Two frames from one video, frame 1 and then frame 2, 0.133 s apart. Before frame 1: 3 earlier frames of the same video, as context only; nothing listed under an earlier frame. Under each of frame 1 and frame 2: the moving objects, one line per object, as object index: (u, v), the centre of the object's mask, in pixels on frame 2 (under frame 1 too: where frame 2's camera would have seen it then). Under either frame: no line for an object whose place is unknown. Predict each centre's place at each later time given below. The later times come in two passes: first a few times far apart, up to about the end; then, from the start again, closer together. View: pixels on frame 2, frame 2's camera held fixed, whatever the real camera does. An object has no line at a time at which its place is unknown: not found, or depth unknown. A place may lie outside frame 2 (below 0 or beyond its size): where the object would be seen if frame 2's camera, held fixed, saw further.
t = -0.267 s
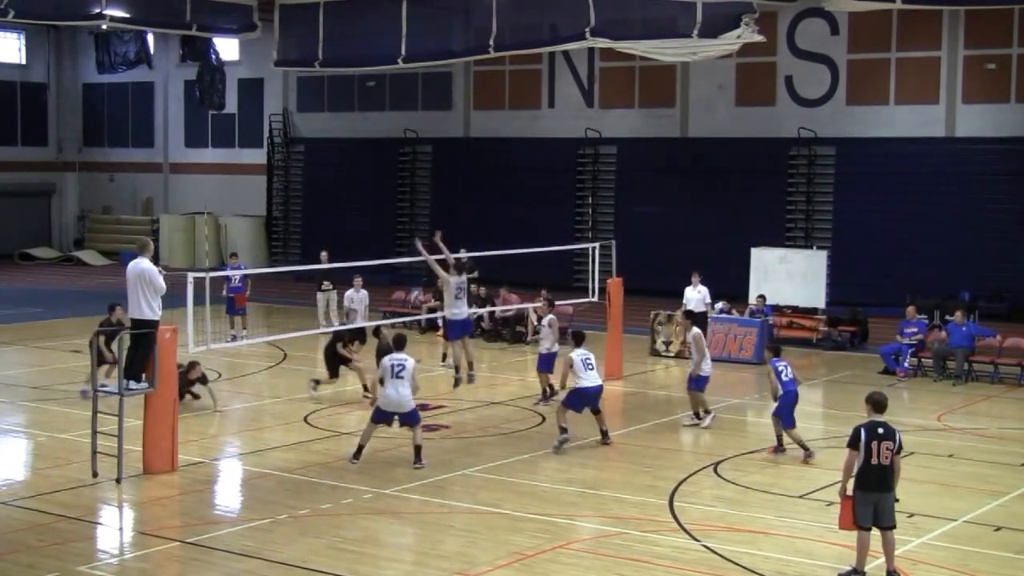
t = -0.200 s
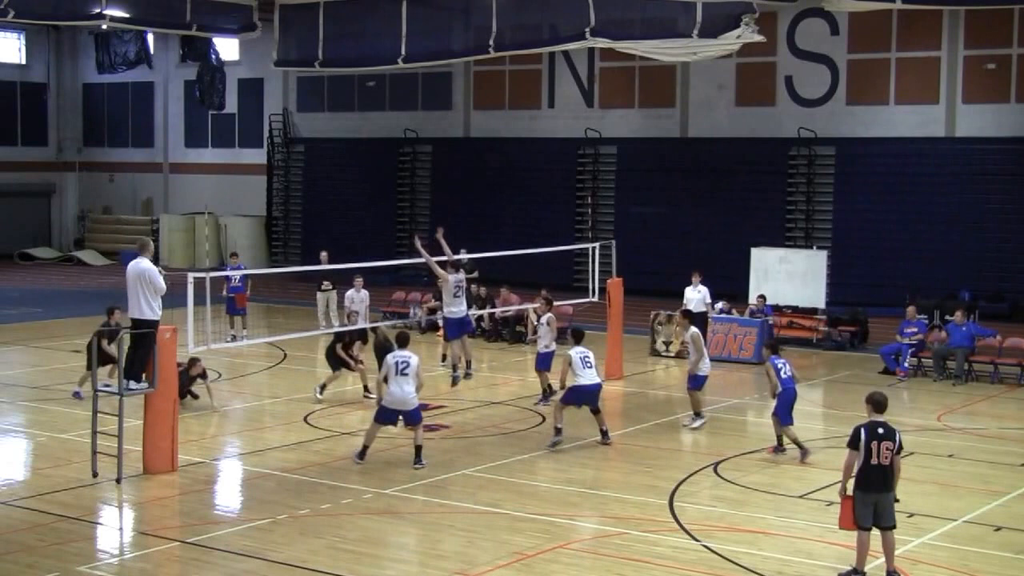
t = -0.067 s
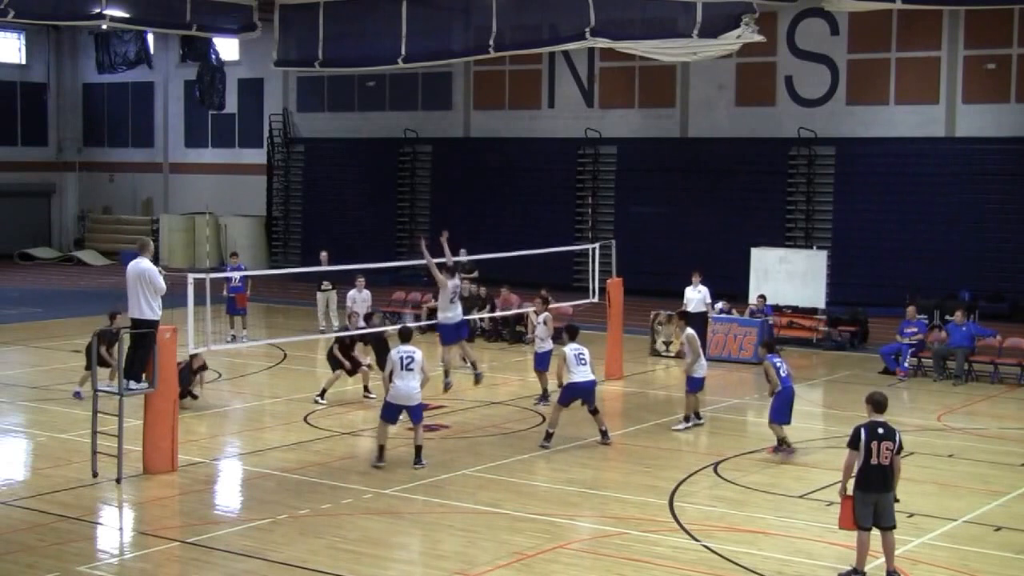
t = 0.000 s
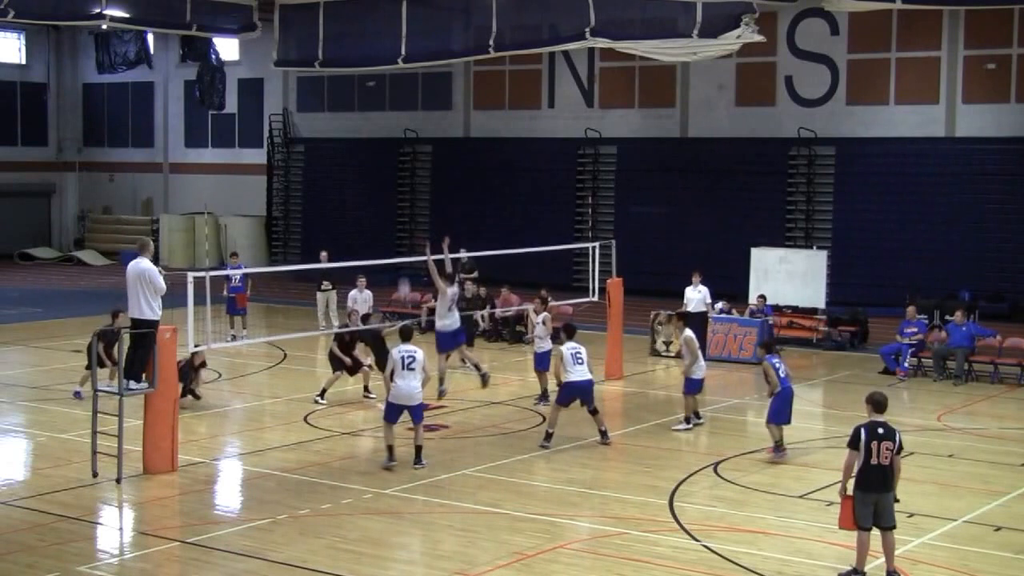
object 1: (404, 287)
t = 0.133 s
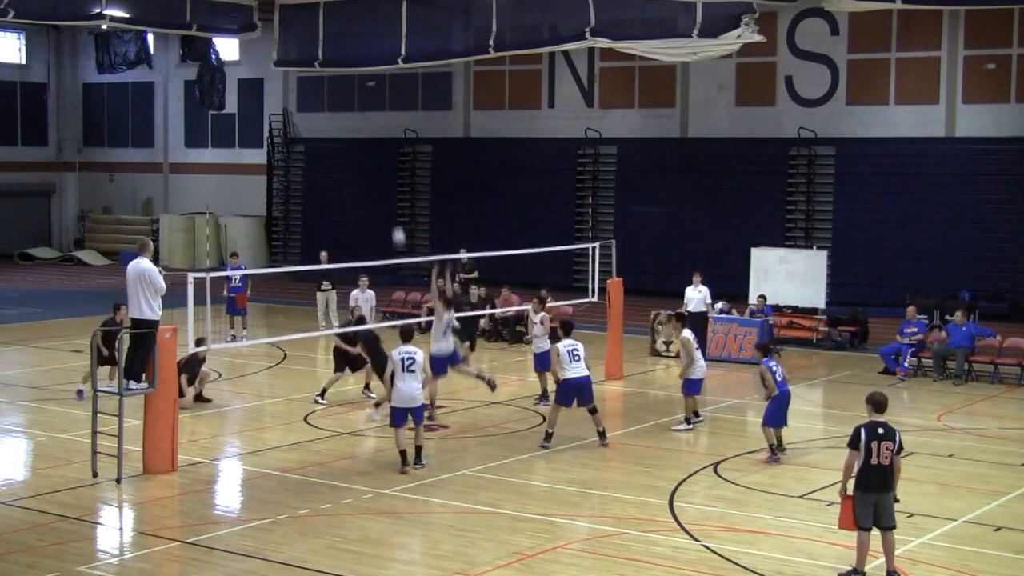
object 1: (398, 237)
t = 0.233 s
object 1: (394, 205)
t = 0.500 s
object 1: (383, 156)
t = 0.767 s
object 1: (373, 152)
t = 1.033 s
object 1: (365, 190)
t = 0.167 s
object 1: (397, 225)
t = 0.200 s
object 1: (395, 216)
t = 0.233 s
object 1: (394, 205)
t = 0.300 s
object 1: (391, 188)
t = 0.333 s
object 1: (390, 181)
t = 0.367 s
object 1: (388, 175)
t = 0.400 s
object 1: (387, 169)
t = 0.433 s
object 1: (386, 164)
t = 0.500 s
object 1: (383, 156)
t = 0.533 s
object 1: (382, 153)
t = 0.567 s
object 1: (380, 151)
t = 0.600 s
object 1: (379, 149)
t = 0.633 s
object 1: (378, 149)
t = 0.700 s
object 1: (375, 148)
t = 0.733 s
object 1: (374, 150)
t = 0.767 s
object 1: (373, 152)
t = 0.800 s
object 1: (372, 154)
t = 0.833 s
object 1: (371, 157)
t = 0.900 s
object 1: (369, 166)
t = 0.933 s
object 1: (368, 171)
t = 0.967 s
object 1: (366, 176)
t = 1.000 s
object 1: (365, 183)
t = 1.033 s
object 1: (365, 190)
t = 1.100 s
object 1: (363, 205)
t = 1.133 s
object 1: (362, 214)
